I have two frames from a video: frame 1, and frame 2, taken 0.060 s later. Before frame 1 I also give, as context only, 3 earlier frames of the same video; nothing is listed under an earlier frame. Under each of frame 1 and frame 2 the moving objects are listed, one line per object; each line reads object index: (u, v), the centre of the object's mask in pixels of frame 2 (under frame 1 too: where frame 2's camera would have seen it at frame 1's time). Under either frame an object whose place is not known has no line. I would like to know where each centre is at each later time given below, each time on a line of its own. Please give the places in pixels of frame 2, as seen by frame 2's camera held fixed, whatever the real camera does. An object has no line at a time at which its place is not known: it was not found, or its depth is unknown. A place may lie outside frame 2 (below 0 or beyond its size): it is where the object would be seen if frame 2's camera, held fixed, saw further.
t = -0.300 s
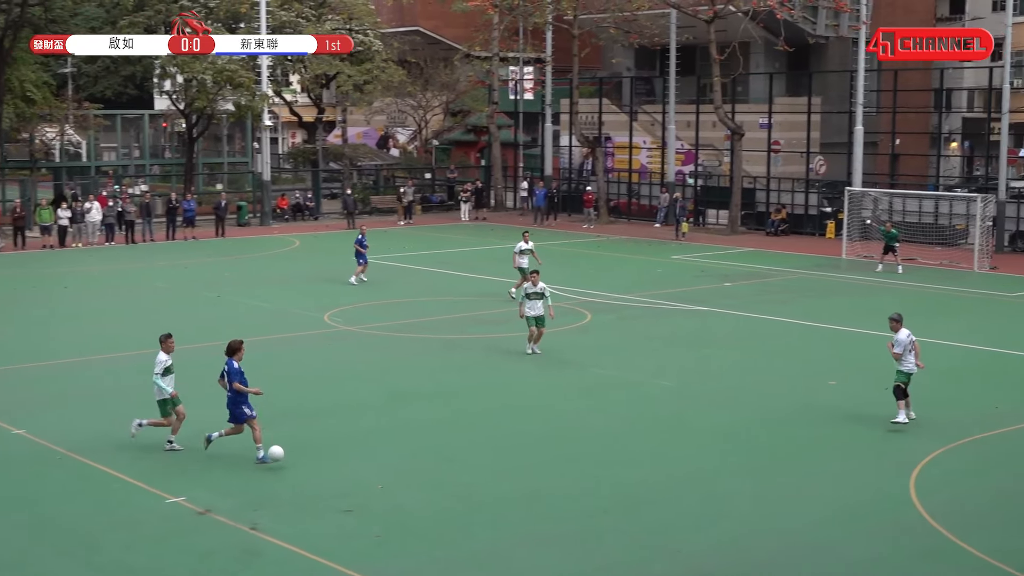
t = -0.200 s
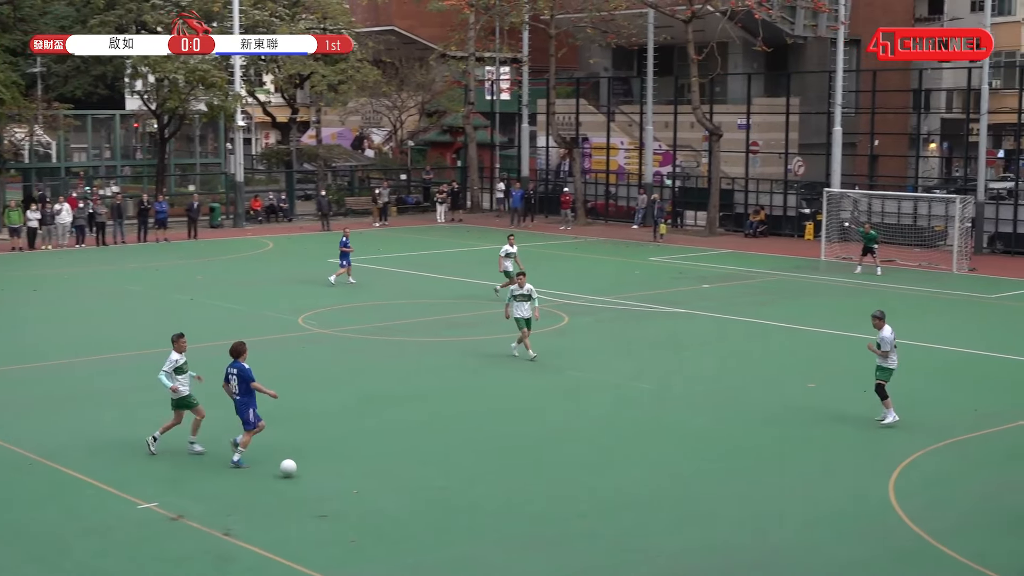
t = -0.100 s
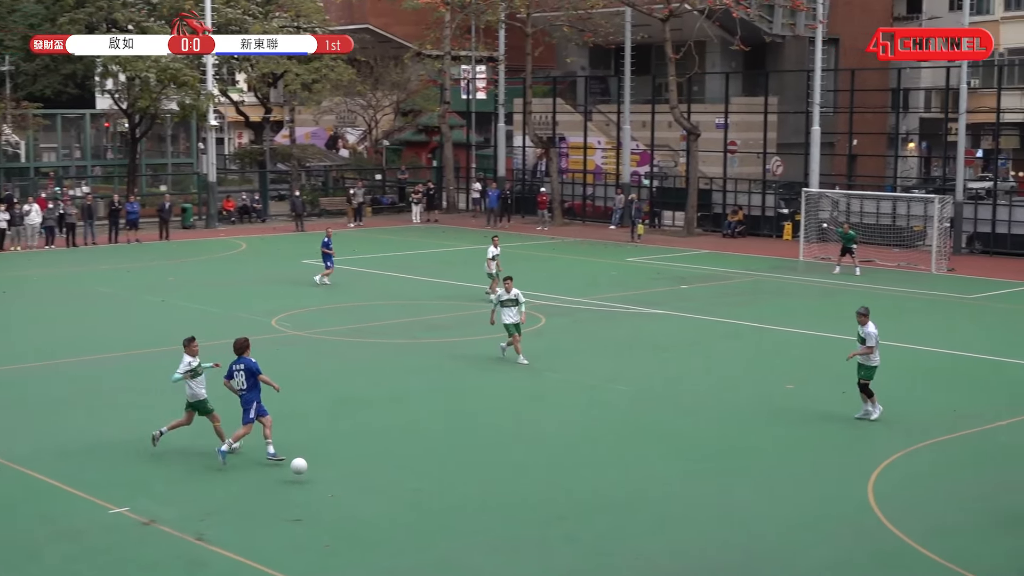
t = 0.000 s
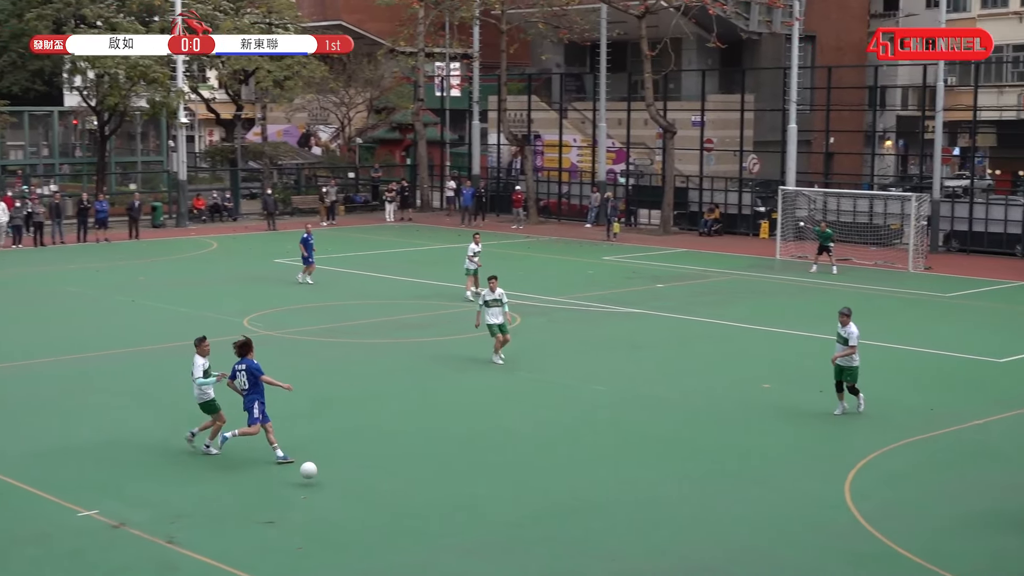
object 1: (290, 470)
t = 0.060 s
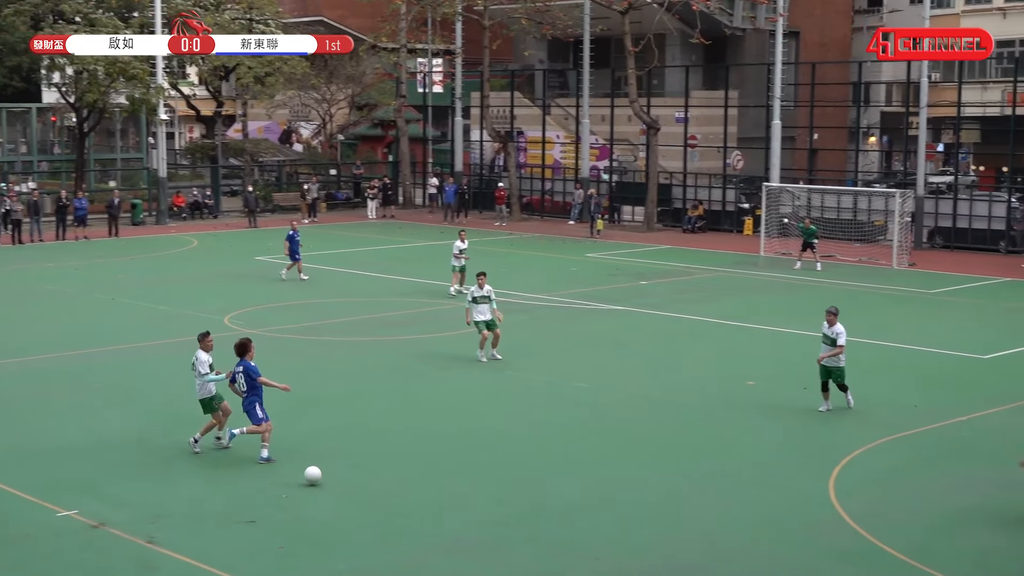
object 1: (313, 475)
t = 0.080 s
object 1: (320, 477)
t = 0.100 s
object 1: (328, 476)
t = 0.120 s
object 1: (337, 474)
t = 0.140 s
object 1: (345, 472)
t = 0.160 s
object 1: (354, 471)
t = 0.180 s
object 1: (362, 470)
